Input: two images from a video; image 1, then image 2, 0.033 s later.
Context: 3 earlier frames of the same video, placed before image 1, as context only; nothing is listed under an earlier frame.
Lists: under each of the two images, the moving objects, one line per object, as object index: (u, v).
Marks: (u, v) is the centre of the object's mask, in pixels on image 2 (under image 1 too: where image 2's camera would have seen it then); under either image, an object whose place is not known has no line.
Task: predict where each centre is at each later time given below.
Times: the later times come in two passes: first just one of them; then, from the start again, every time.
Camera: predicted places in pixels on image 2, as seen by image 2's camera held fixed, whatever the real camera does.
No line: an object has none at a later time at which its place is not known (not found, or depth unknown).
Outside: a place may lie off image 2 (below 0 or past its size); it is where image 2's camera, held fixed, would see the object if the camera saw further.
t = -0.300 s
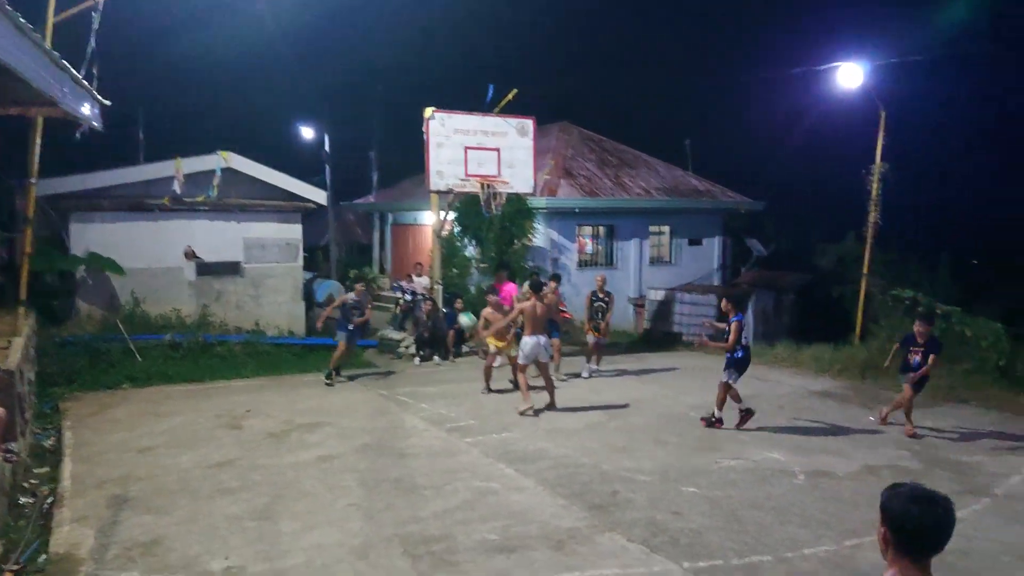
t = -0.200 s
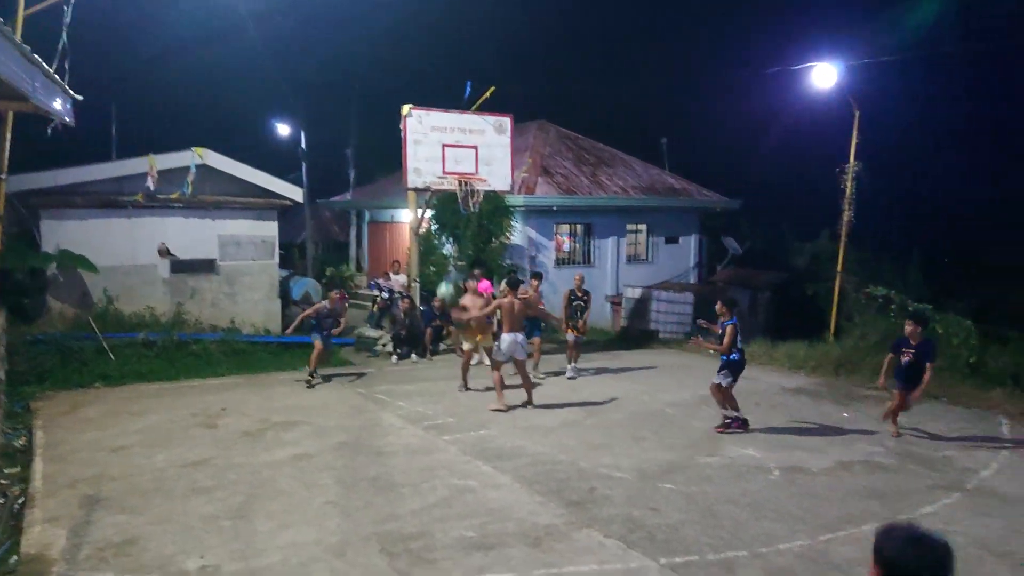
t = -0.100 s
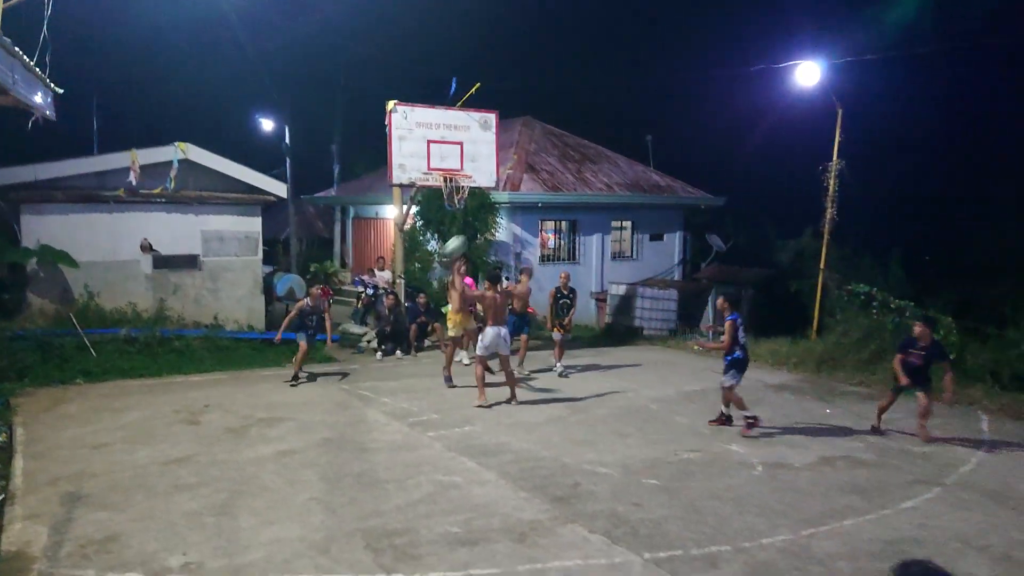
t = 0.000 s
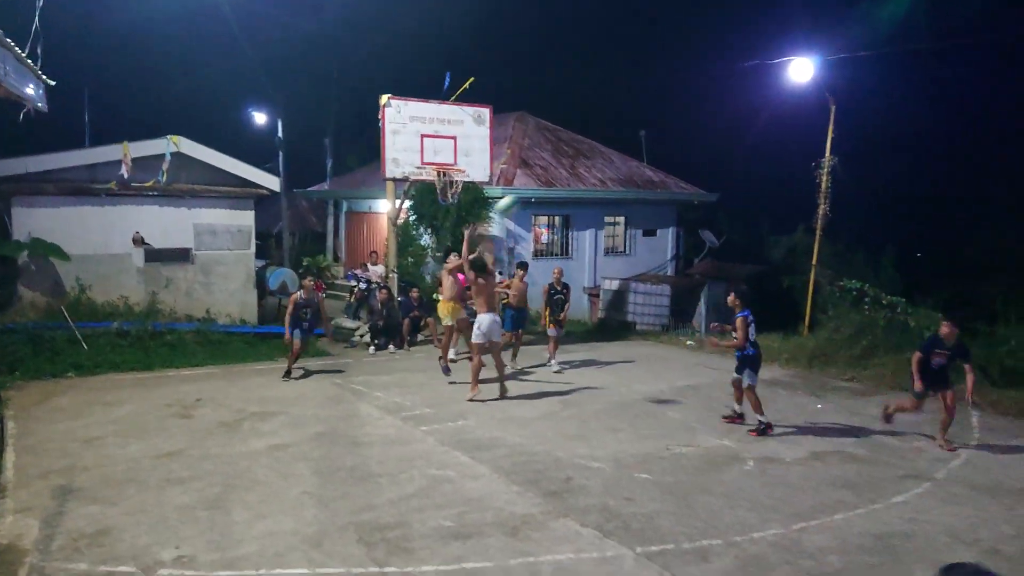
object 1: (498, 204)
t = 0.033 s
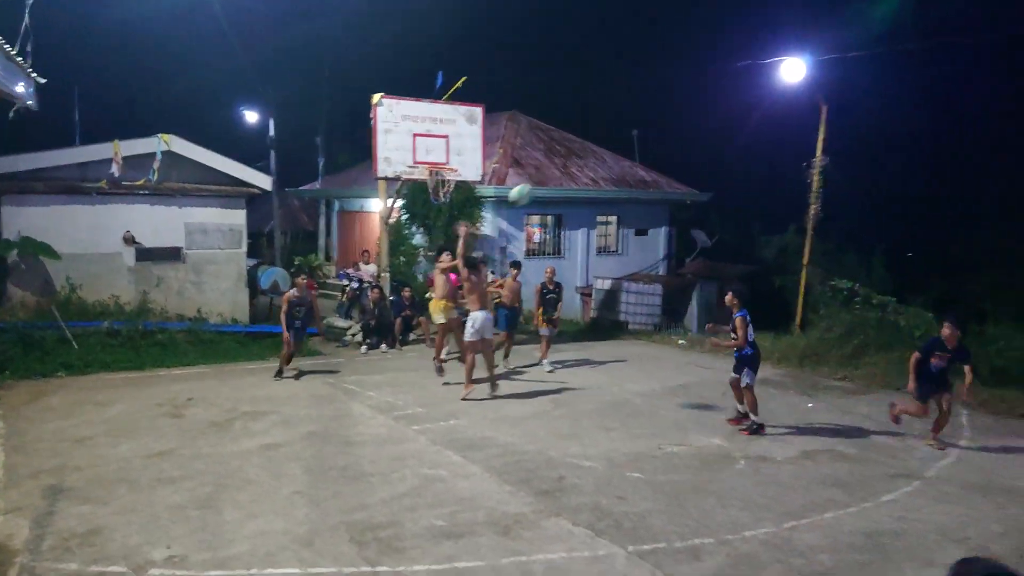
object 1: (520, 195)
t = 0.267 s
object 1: (691, 135)
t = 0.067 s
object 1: (542, 183)
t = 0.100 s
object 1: (566, 173)
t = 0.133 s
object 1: (590, 165)
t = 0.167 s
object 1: (614, 157)
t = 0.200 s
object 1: (638, 149)
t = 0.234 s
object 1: (664, 142)
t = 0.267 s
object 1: (691, 135)
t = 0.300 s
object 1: (720, 129)
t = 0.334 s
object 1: (750, 125)
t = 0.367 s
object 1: (784, 120)
